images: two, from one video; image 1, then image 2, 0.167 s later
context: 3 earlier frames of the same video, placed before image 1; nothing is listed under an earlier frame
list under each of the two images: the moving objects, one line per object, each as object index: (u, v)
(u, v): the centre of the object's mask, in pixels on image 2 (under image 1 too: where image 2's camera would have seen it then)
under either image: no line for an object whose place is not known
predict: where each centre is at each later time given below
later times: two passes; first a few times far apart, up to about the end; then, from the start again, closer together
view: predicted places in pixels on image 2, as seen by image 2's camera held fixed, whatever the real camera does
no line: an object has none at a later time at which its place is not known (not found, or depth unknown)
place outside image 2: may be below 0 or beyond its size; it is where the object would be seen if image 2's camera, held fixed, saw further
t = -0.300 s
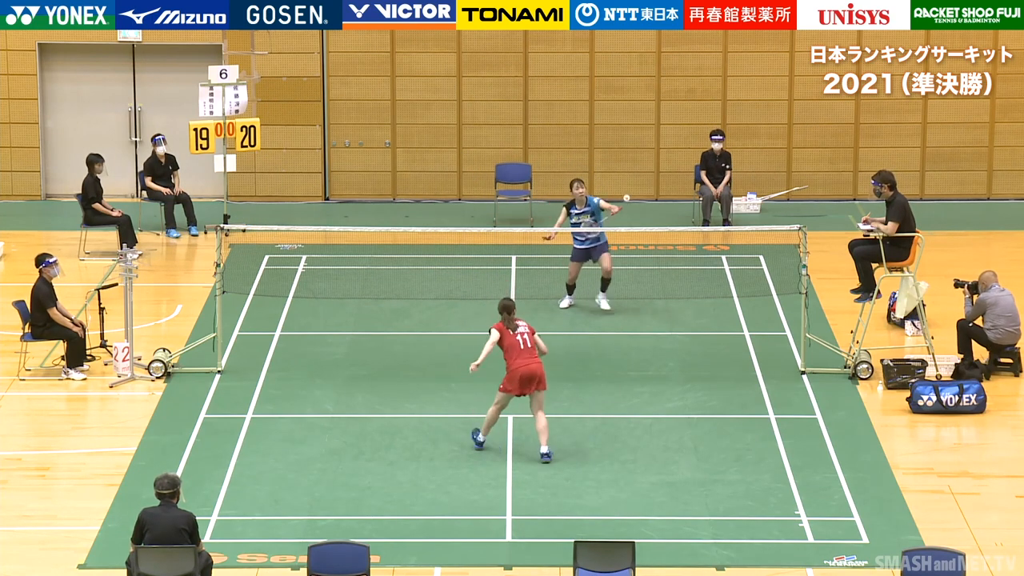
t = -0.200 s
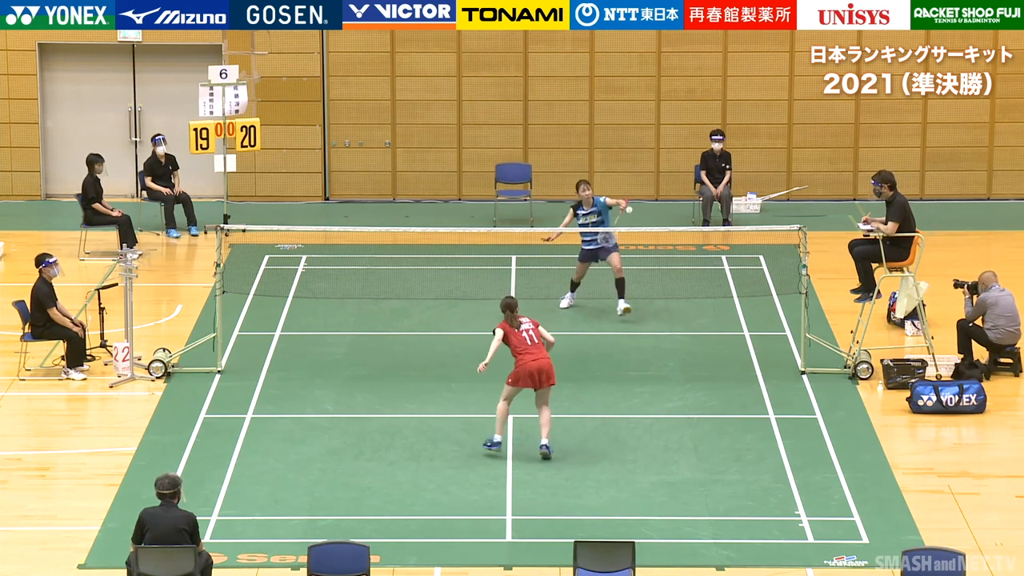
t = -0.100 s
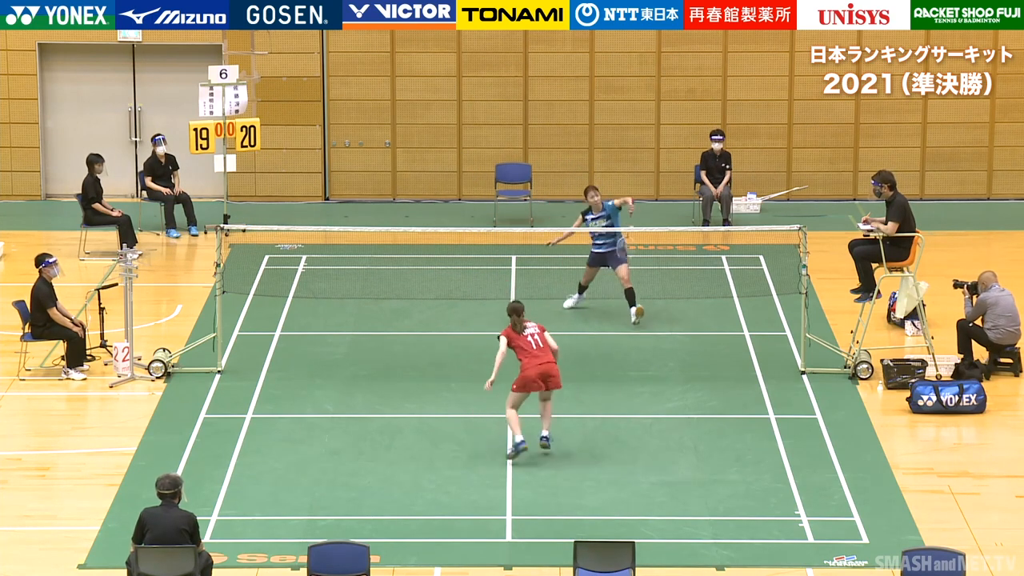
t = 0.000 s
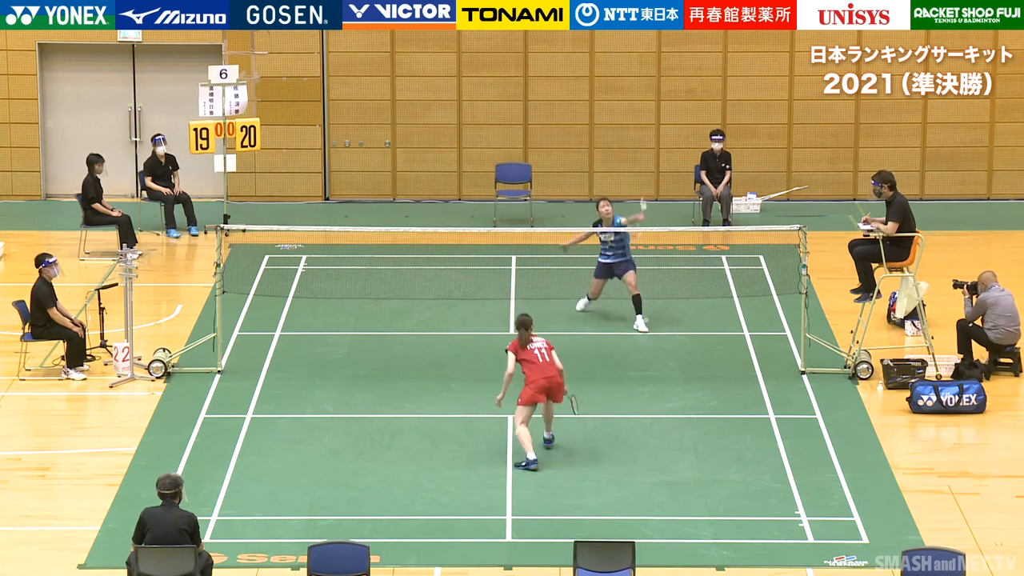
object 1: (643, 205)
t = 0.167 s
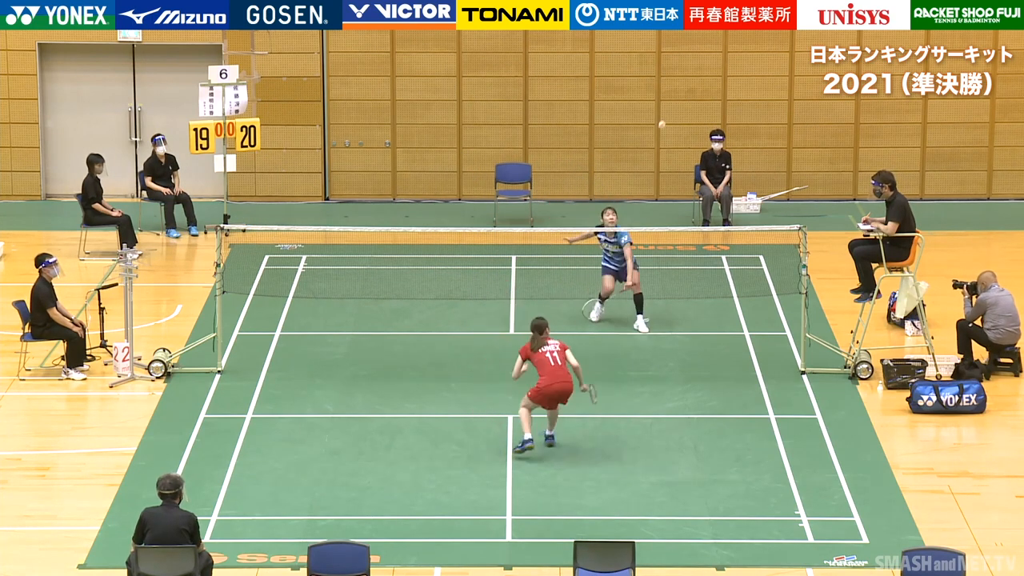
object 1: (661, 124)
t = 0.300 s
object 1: (672, 92)
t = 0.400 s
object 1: (678, 82)
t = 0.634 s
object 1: (687, 98)
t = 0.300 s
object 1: (672, 92)
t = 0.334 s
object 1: (674, 88)
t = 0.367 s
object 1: (676, 84)
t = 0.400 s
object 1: (678, 82)
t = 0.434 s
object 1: (680, 81)
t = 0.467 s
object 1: (682, 81)
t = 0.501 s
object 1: (683, 81)
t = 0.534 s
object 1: (684, 84)
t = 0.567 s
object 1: (686, 87)
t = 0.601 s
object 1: (687, 92)
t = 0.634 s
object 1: (687, 98)
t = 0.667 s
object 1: (688, 105)
